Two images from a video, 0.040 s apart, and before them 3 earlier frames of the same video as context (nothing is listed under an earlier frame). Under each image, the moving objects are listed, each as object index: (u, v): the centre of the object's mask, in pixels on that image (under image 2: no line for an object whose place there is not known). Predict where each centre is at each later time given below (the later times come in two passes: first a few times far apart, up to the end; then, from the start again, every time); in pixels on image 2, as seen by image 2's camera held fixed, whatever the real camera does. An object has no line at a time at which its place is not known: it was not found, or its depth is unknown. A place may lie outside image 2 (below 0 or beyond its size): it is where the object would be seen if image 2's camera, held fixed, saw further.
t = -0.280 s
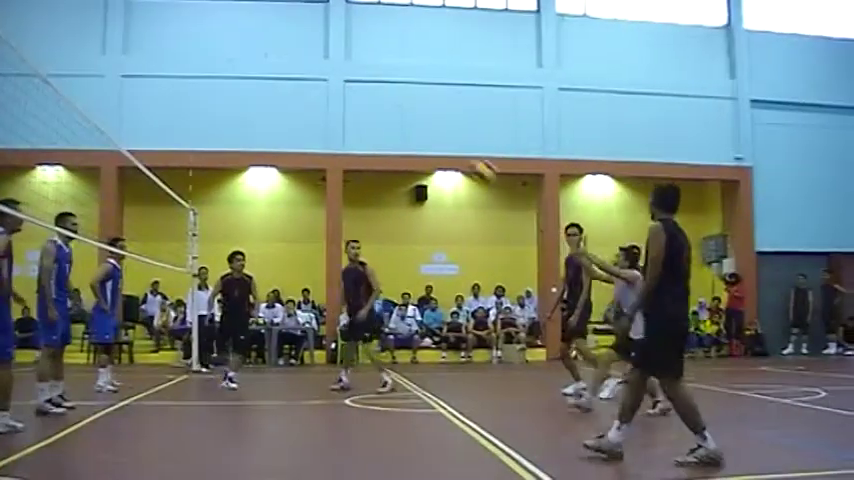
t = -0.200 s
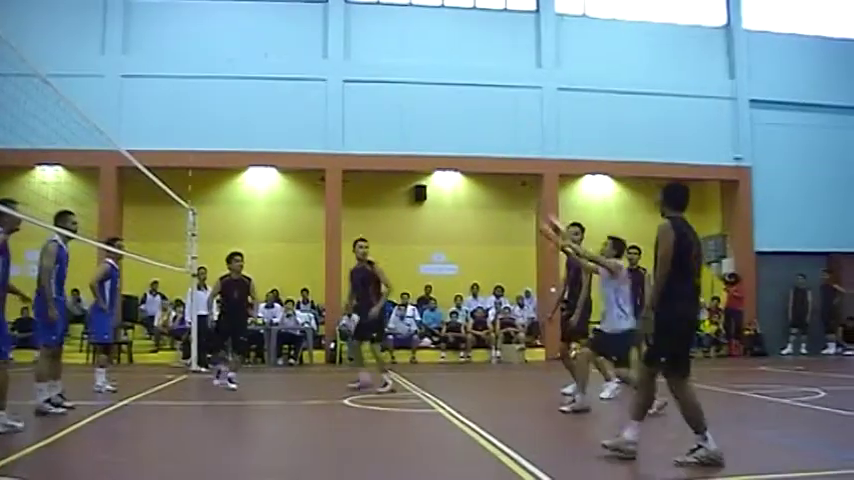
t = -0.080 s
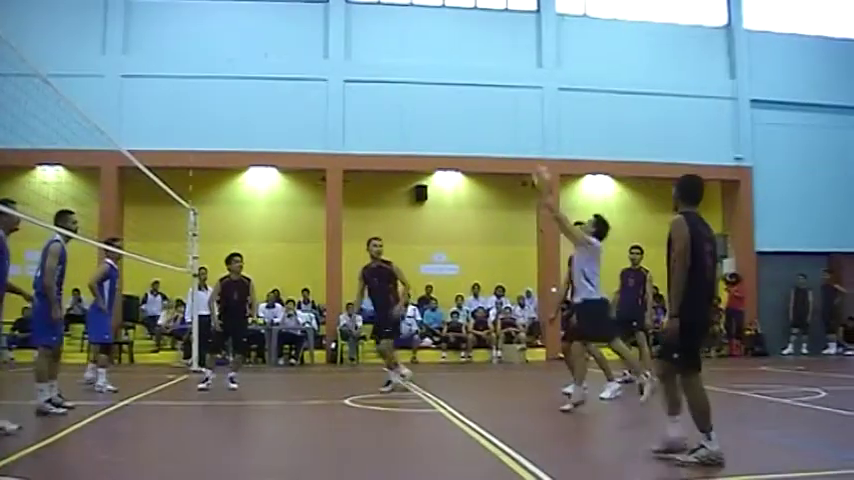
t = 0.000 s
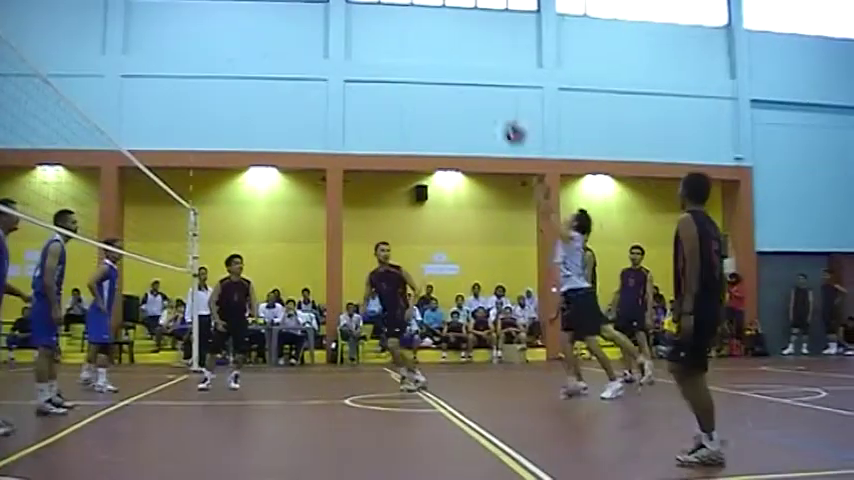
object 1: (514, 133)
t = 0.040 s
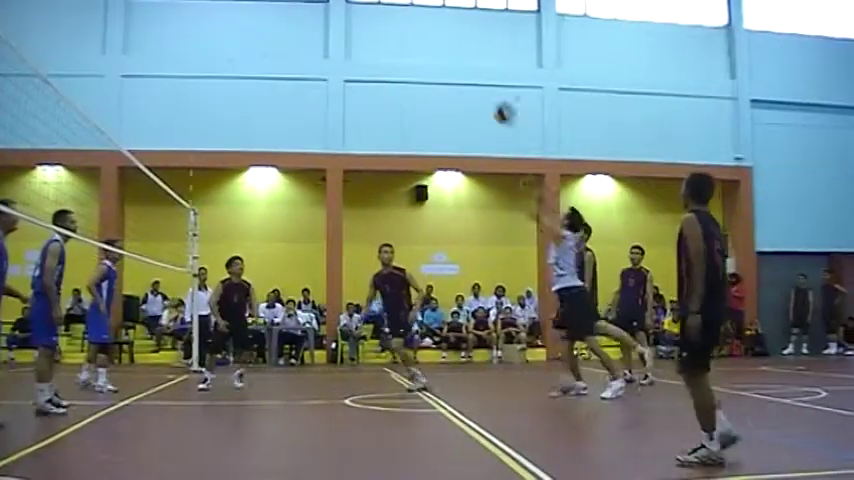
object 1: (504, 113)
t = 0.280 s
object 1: (439, 34)
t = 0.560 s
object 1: (373, 20)
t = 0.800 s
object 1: (323, 63)
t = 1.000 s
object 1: (284, 133)
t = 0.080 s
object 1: (492, 95)
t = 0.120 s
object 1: (482, 78)
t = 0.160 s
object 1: (469, 65)
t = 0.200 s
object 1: (460, 52)
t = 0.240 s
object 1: (448, 44)
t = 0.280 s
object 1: (439, 34)
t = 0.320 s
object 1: (429, 27)
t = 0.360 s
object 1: (419, 23)
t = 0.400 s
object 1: (410, 19)
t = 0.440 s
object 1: (400, 17)
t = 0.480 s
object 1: (392, 16)
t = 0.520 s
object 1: (382, 17)
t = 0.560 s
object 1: (373, 20)
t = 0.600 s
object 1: (364, 24)
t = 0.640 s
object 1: (356, 29)
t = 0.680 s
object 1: (348, 36)
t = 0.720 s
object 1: (340, 44)
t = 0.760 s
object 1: (332, 53)
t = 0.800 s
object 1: (323, 63)
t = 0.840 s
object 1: (314, 75)
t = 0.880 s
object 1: (306, 89)
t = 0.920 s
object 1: (299, 102)
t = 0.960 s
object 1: (292, 117)
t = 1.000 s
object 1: (284, 133)
